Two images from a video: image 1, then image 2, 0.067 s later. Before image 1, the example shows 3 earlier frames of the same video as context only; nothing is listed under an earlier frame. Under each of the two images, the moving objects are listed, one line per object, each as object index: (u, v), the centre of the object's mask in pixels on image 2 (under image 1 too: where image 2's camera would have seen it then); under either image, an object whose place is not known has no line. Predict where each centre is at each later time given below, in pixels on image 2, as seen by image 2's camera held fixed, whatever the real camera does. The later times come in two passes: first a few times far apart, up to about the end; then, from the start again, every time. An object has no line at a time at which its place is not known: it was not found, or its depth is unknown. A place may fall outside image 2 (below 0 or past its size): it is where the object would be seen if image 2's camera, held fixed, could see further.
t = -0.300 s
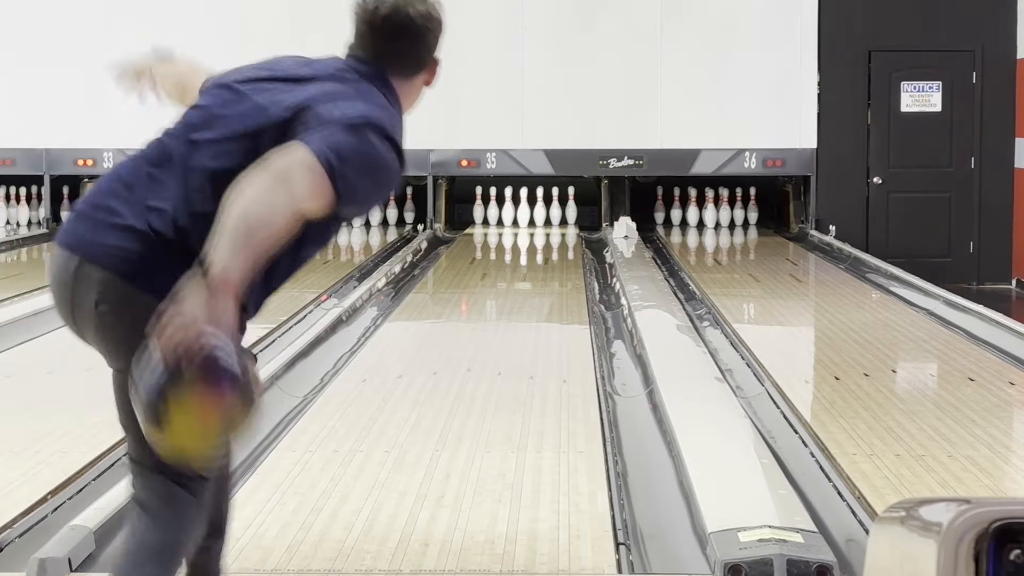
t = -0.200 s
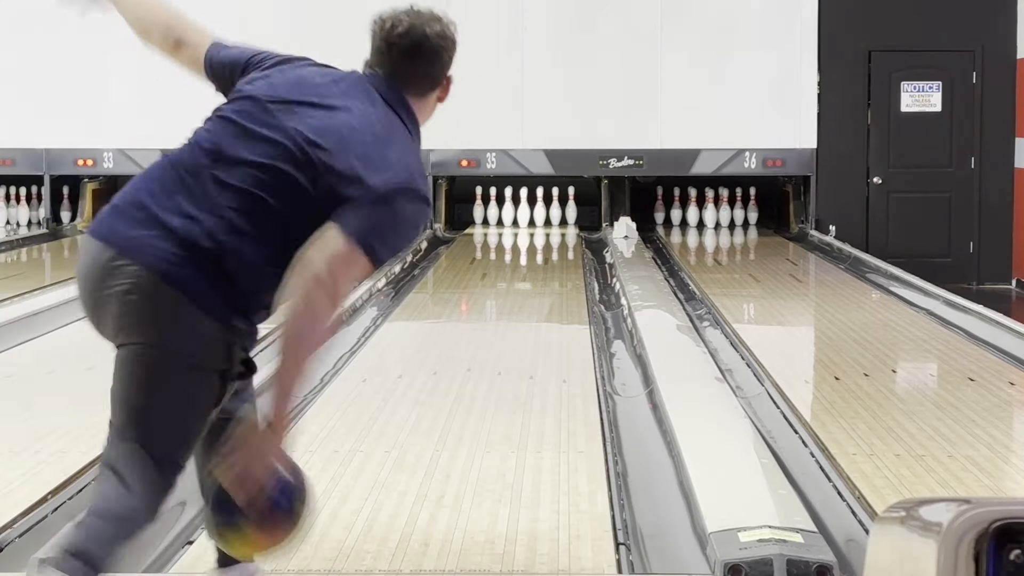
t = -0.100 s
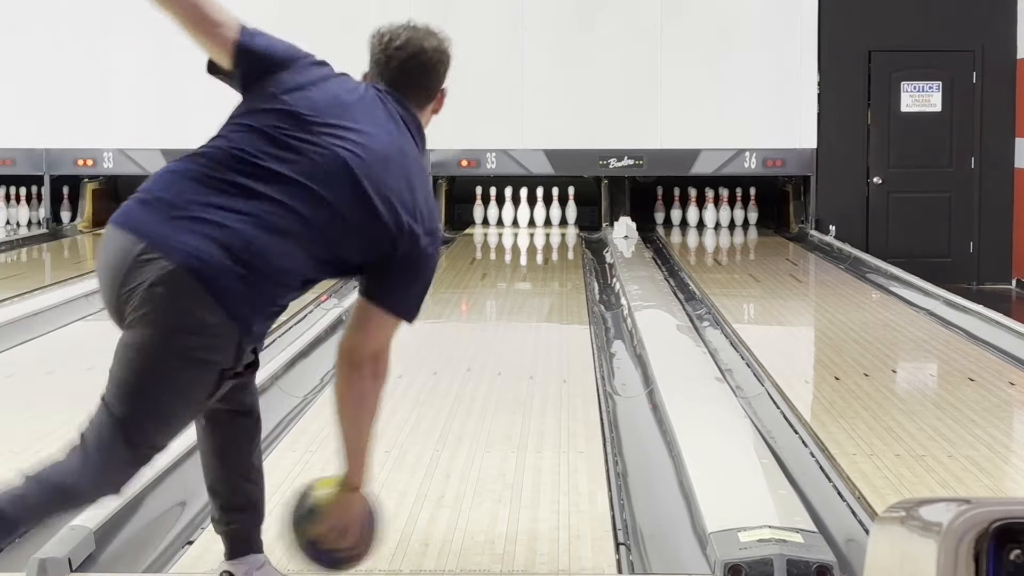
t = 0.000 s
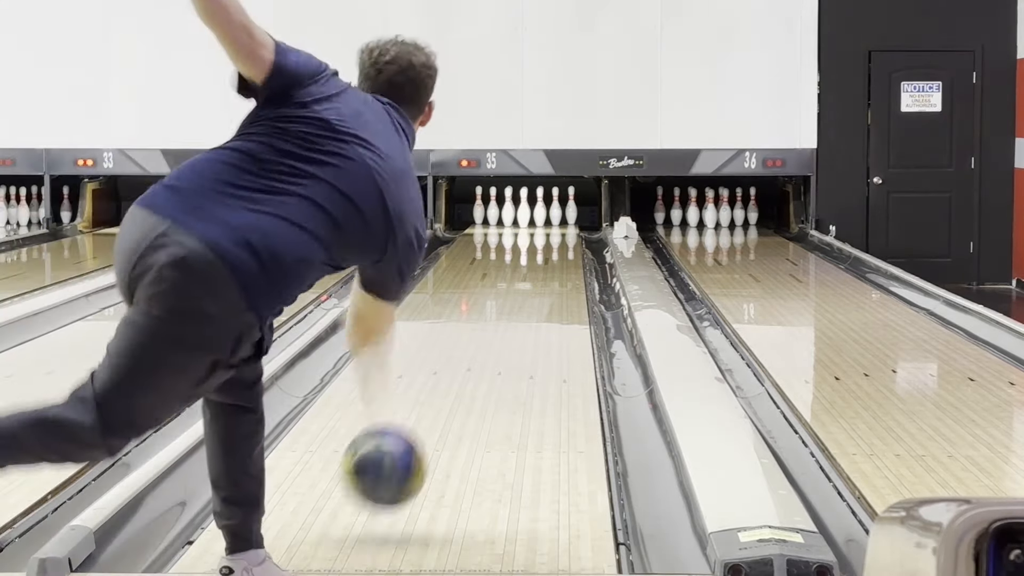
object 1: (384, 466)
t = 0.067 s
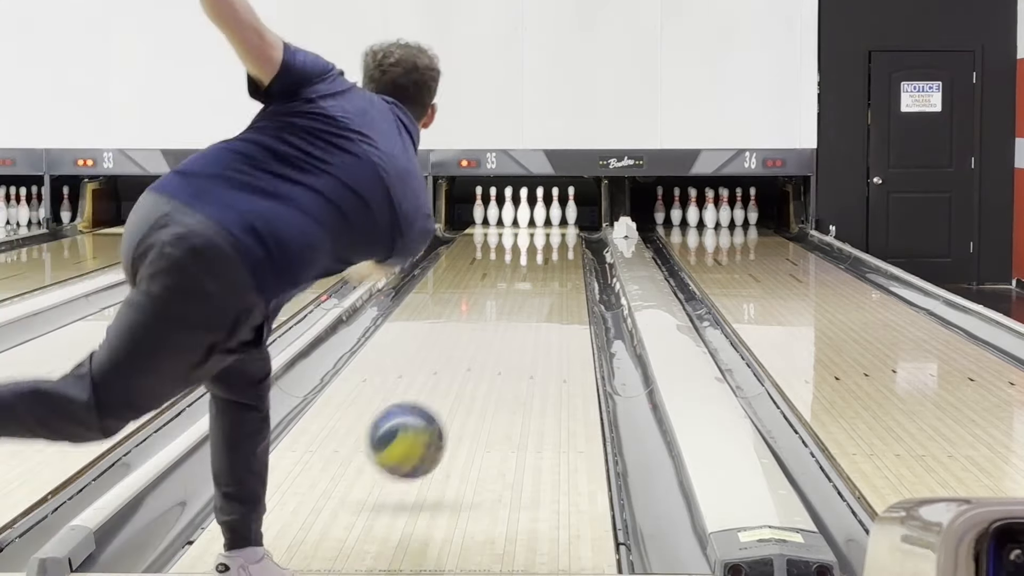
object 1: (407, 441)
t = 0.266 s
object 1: (457, 404)
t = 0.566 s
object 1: (502, 343)
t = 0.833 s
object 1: (527, 307)
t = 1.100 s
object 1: (544, 280)
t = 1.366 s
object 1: (555, 261)
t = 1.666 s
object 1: (560, 244)
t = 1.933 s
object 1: (557, 233)
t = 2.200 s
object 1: (546, 224)
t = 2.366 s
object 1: (537, 219)
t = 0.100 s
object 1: (416, 434)
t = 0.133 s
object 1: (425, 432)
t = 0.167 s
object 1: (433, 433)
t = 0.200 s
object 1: (442, 421)
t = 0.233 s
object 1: (449, 412)
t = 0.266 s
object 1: (457, 404)
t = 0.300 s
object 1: (463, 395)
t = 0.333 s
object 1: (468, 388)
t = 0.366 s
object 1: (474, 381)
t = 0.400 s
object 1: (479, 373)
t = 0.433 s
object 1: (485, 367)
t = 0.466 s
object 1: (489, 360)
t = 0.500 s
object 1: (494, 354)
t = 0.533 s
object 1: (498, 349)
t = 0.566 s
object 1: (502, 343)
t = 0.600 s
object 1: (506, 338)
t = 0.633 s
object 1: (510, 333)
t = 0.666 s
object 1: (513, 328)
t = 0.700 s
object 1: (516, 324)
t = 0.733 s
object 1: (519, 320)
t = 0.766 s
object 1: (522, 315)
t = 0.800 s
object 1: (525, 311)
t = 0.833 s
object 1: (527, 307)
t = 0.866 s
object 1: (530, 304)
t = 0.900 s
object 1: (532, 300)
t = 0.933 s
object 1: (534, 297)
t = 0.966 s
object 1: (537, 293)
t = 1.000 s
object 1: (539, 289)
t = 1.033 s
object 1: (541, 286)
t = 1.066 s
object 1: (542, 284)
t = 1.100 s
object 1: (544, 280)
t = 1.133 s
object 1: (546, 278)
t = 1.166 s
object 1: (547, 275)
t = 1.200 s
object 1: (549, 273)
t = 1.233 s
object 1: (550, 270)
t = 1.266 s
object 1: (551, 268)
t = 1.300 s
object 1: (553, 265)
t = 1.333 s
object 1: (554, 263)
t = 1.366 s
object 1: (555, 261)
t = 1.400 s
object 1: (556, 259)
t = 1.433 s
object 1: (556, 257)
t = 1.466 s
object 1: (557, 255)
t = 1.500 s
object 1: (558, 252)
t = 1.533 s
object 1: (558, 252)
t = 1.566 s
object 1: (559, 250)
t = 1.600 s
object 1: (558, 249)
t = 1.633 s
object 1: (559, 246)
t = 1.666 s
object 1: (560, 244)
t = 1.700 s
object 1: (559, 244)
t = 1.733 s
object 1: (560, 241)
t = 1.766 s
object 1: (560, 240)
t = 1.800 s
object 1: (560, 238)
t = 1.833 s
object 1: (560, 237)
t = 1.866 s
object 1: (559, 236)
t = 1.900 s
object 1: (558, 234)
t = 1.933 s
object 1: (557, 233)
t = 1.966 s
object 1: (556, 231)
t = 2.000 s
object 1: (556, 230)
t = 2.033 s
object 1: (555, 229)
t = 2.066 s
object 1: (553, 228)
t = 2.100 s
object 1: (551, 227)
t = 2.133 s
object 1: (550, 226)
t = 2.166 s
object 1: (548, 225)
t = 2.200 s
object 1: (546, 224)
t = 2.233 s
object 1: (544, 223)
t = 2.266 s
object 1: (542, 222)
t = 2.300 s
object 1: (541, 221)
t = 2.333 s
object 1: (539, 220)
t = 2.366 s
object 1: (537, 219)
